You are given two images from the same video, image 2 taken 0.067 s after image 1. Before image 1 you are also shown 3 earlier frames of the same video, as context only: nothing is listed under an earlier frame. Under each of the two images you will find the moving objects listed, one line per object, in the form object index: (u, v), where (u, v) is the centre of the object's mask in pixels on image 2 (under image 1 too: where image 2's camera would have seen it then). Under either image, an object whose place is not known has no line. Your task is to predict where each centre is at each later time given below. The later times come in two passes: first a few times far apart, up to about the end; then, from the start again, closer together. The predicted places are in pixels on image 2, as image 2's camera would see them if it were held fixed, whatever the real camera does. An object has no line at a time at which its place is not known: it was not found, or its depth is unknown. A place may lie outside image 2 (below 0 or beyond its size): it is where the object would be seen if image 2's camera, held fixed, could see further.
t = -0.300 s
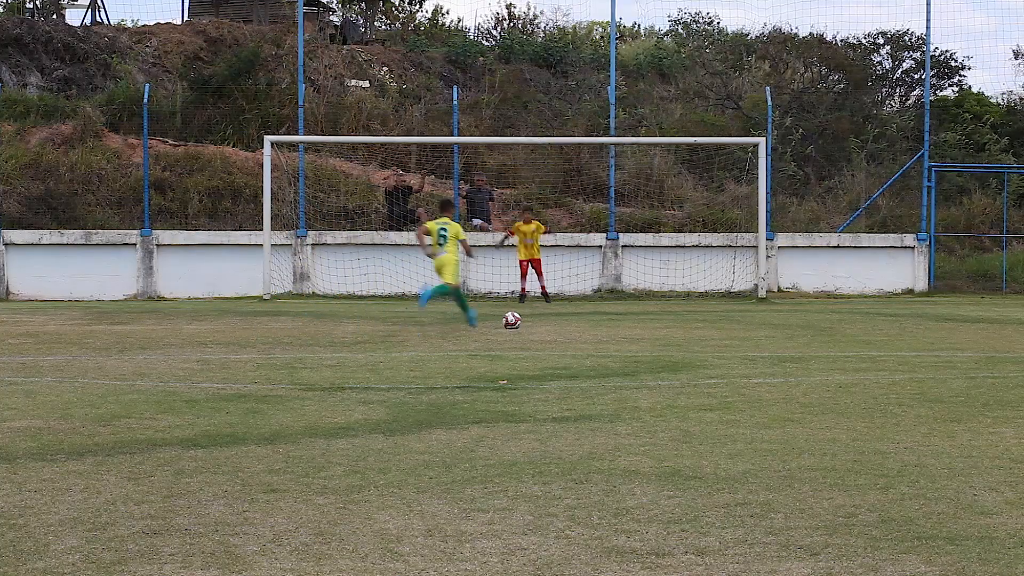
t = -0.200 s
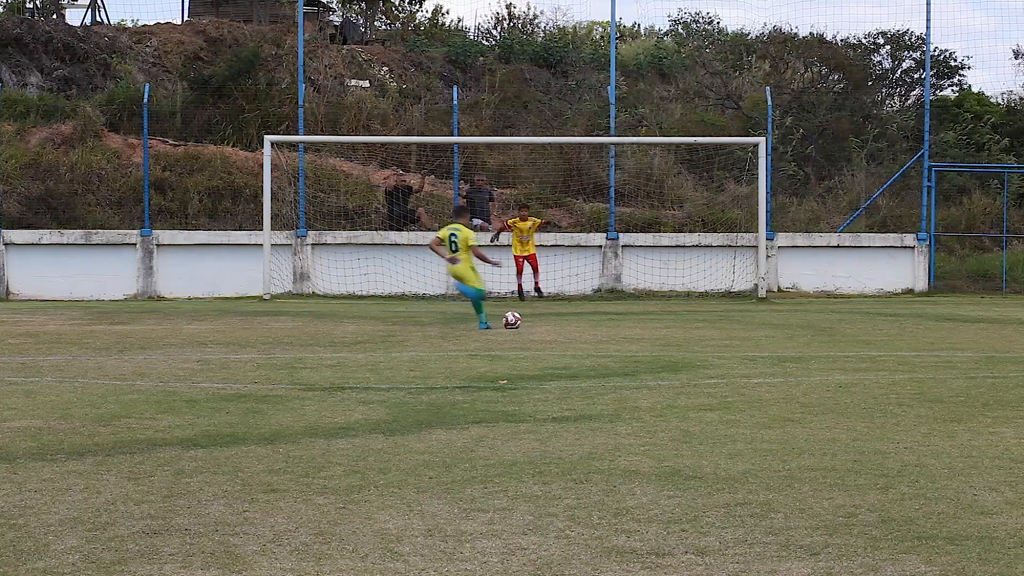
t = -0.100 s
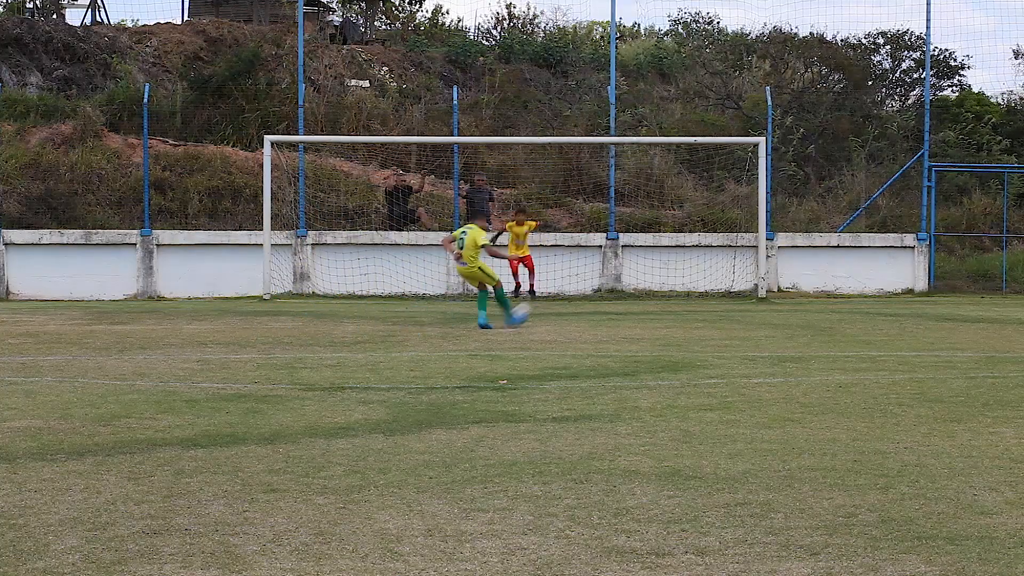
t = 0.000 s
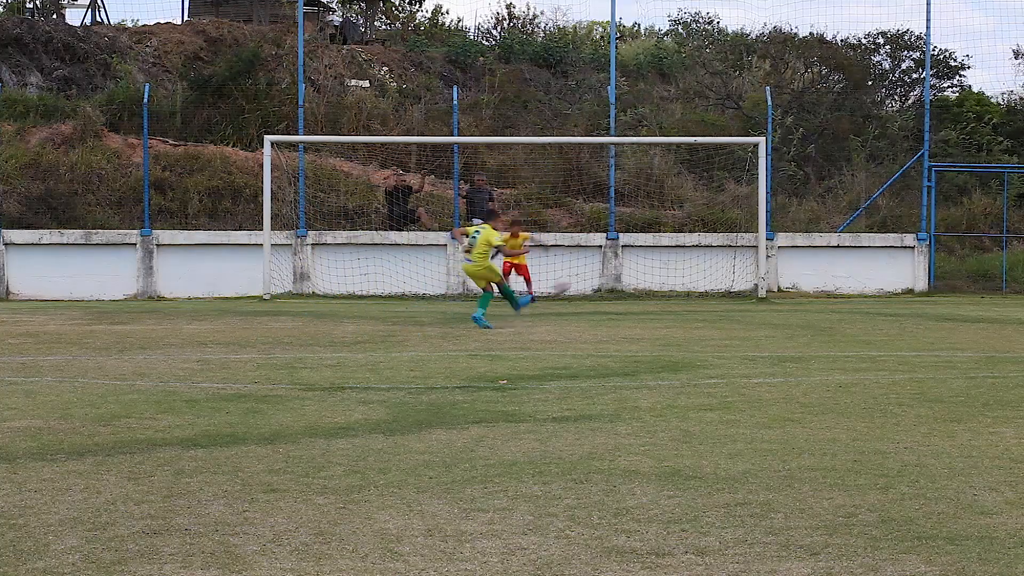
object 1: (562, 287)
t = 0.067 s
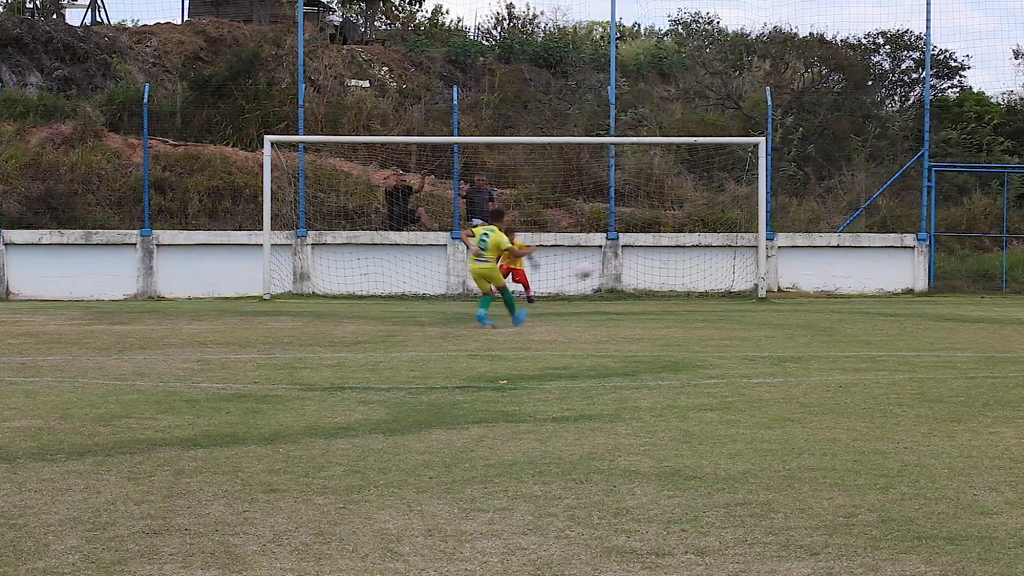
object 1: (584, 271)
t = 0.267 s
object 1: (637, 252)
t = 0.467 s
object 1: (676, 262)
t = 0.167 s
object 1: (613, 257)
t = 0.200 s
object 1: (622, 254)
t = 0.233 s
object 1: (630, 252)
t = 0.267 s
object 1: (637, 252)
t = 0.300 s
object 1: (643, 251)
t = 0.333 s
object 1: (651, 251)
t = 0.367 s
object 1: (658, 253)
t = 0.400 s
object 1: (664, 255)
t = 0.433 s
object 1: (671, 258)
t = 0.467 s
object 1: (676, 262)
